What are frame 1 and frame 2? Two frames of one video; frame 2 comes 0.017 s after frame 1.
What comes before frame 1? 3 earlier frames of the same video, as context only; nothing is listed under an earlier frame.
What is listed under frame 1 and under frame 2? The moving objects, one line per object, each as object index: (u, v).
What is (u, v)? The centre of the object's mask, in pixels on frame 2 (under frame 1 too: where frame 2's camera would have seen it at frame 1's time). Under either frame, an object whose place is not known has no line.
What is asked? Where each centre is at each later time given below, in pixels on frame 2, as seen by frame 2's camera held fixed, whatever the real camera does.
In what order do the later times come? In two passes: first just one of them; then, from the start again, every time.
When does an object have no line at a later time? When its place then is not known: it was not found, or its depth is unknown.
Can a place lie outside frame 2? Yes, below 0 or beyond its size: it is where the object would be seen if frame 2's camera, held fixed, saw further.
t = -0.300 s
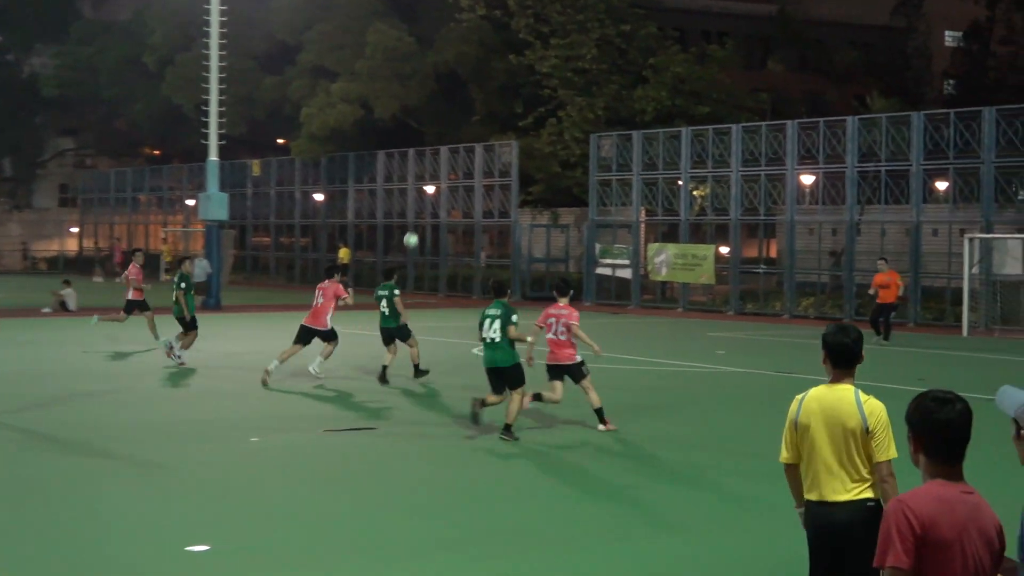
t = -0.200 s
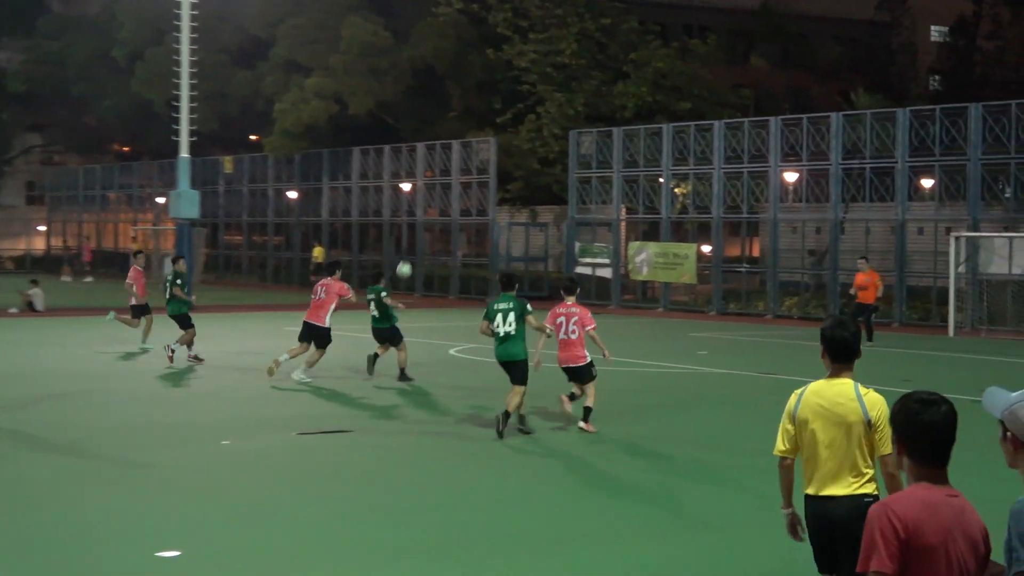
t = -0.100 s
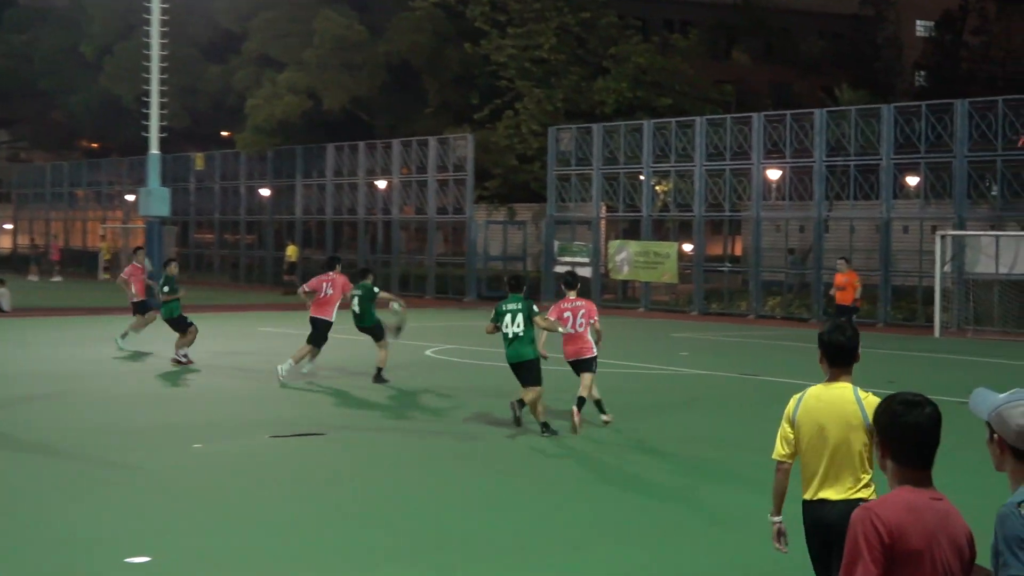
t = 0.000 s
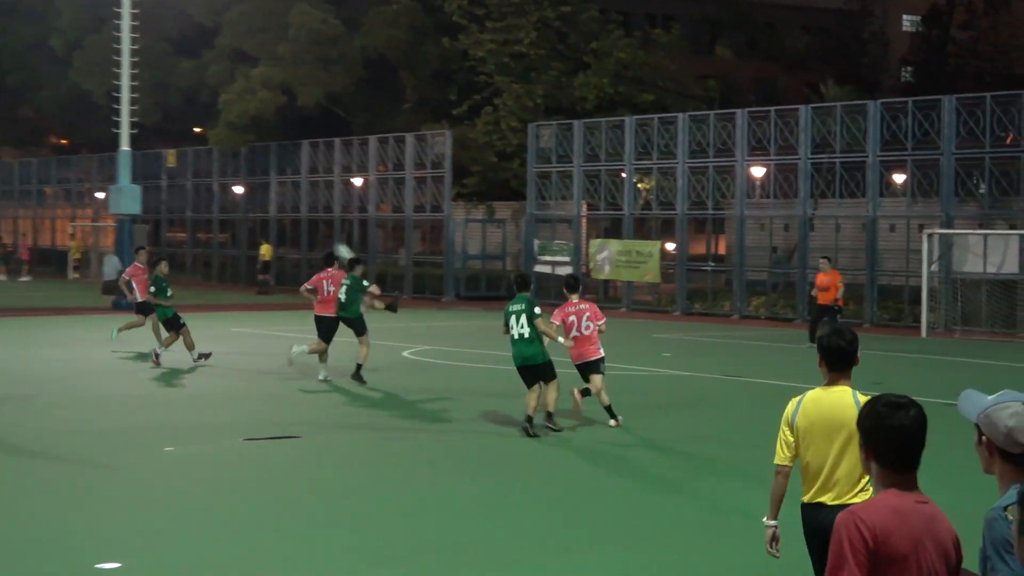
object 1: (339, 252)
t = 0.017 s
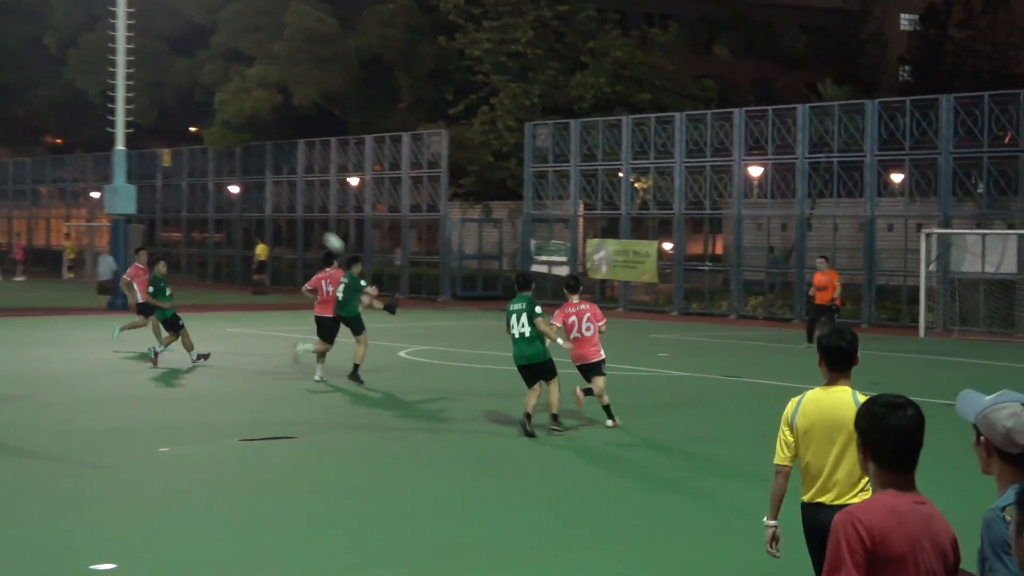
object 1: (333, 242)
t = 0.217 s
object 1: (255, 136)
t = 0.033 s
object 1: (327, 233)
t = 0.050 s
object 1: (322, 224)
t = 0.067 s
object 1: (316, 213)
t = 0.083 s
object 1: (308, 204)
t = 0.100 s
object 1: (302, 195)
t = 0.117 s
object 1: (295, 186)
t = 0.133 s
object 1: (289, 177)
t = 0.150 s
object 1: (282, 168)
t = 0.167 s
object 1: (275, 160)
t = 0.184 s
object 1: (269, 153)
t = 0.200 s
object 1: (263, 144)
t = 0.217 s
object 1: (255, 136)
